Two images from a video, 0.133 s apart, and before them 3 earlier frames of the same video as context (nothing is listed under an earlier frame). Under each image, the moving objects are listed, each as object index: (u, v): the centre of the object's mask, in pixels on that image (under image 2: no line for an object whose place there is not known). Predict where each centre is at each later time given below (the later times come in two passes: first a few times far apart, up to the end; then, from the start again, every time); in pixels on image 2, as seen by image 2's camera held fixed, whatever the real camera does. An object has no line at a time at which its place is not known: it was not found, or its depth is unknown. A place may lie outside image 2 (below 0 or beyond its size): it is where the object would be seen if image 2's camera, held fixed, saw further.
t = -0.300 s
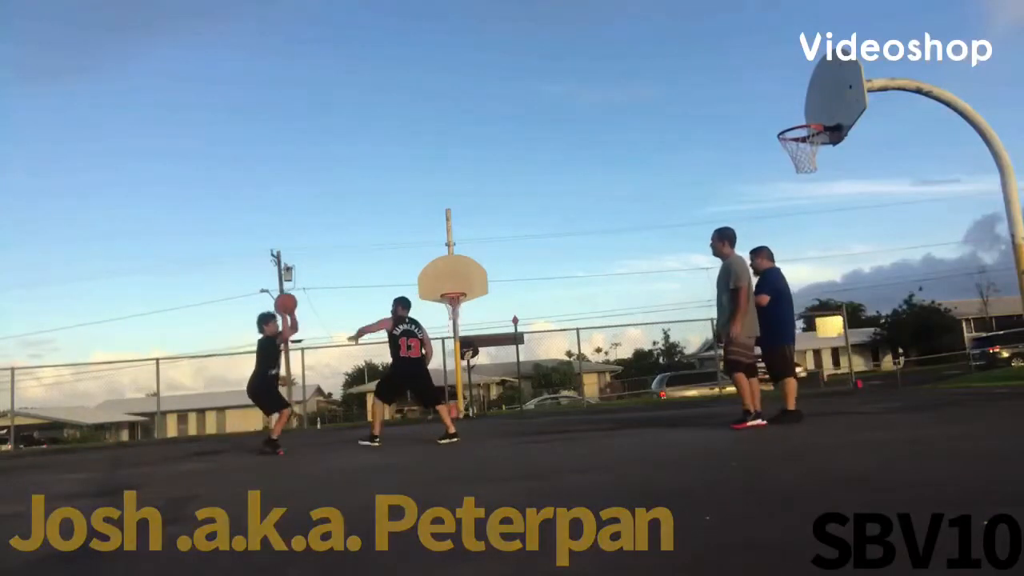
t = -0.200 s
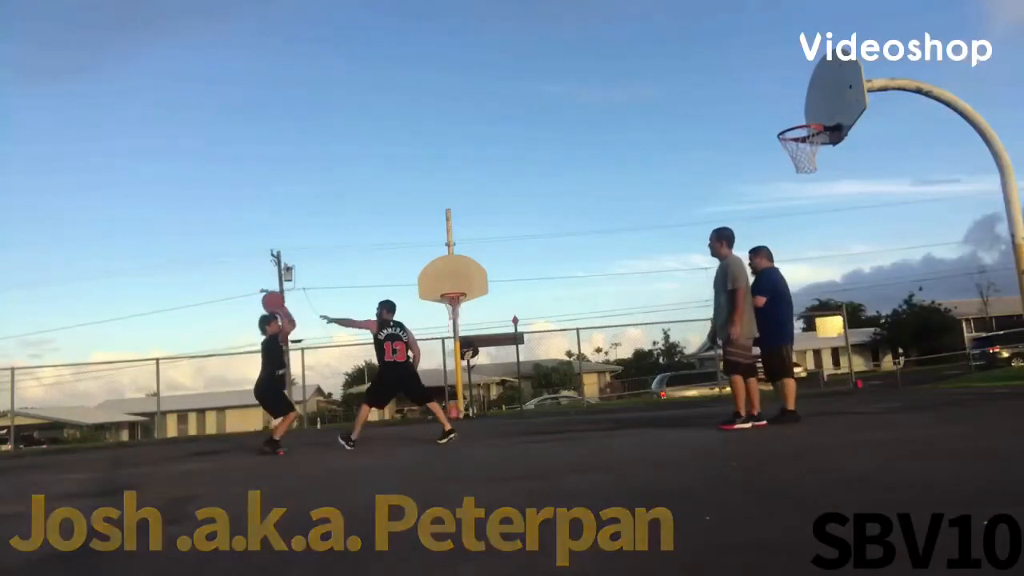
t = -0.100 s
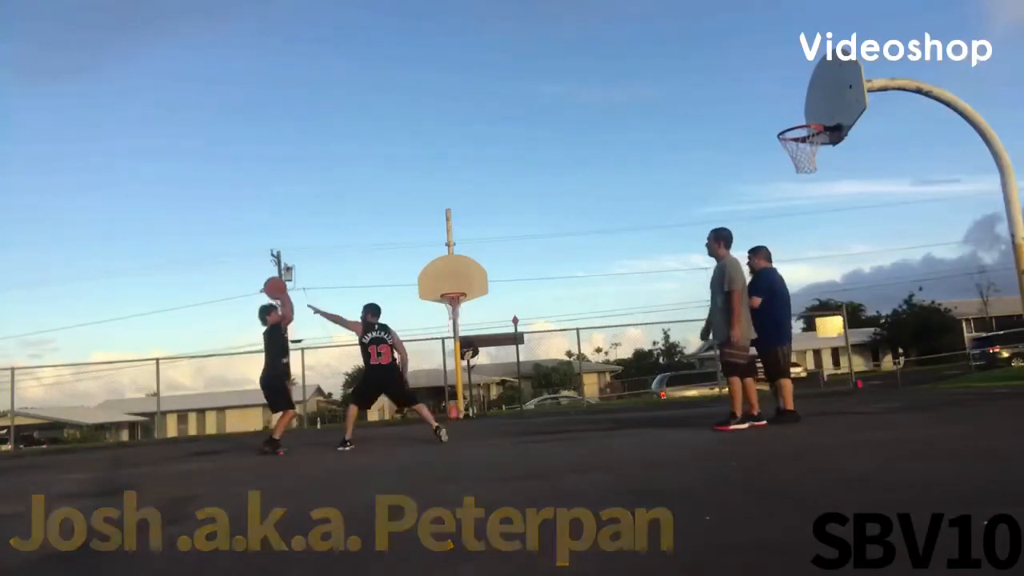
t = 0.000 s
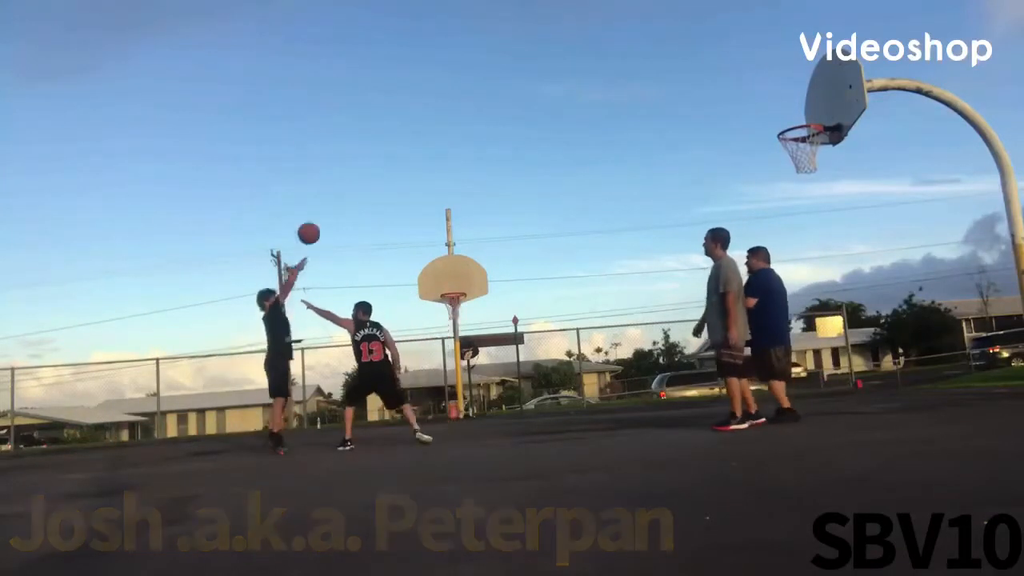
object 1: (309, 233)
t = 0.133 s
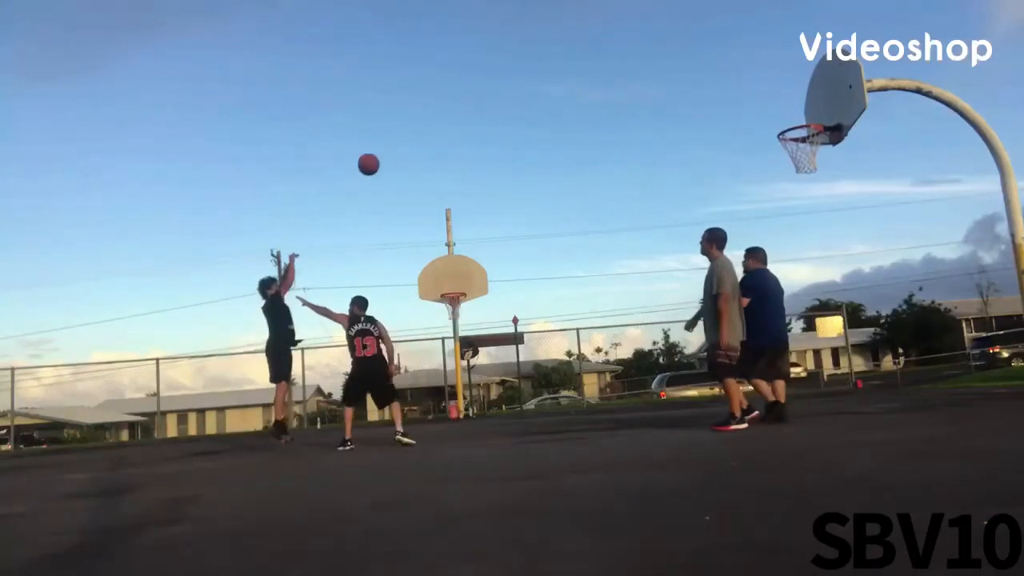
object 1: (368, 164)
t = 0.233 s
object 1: (413, 124)
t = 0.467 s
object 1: (515, 66)
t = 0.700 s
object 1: (618, 53)
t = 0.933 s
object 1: (725, 87)
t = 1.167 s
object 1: (822, 148)
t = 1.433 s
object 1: (806, 175)
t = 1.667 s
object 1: (793, 245)
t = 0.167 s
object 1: (383, 150)
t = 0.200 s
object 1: (398, 136)
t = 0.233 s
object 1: (413, 124)
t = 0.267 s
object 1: (427, 113)
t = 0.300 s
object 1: (442, 103)
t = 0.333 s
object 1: (456, 93)
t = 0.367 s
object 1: (471, 85)
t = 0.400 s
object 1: (486, 77)
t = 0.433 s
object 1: (500, 71)
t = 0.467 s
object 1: (515, 66)
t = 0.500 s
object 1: (530, 61)
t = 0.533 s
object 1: (544, 58)
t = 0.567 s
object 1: (559, 55)
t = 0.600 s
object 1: (574, 53)
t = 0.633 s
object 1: (589, 52)
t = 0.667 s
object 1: (604, 52)
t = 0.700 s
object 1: (618, 53)
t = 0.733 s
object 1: (633, 55)
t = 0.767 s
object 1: (648, 58)
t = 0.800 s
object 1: (663, 62)
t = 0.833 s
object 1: (679, 67)
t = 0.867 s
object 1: (694, 72)
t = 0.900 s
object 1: (709, 79)
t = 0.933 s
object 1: (725, 87)
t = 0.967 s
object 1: (740, 95)
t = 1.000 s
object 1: (756, 104)
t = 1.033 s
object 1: (772, 115)
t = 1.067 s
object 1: (788, 125)
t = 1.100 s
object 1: (803, 138)
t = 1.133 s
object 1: (817, 140)
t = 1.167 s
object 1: (822, 148)
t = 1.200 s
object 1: (820, 150)
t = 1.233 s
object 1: (818, 151)
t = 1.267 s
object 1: (816, 153)
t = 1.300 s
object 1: (815, 156)
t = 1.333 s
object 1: (813, 161)
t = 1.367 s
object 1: (811, 164)
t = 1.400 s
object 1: (809, 170)
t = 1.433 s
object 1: (806, 175)
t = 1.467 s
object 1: (804, 182)
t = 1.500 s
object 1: (802, 190)
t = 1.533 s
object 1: (800, 199)
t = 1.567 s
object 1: (798, 209)
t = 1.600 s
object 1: (796, 220)
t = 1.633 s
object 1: (794, 232)
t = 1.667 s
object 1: (793, 245)
